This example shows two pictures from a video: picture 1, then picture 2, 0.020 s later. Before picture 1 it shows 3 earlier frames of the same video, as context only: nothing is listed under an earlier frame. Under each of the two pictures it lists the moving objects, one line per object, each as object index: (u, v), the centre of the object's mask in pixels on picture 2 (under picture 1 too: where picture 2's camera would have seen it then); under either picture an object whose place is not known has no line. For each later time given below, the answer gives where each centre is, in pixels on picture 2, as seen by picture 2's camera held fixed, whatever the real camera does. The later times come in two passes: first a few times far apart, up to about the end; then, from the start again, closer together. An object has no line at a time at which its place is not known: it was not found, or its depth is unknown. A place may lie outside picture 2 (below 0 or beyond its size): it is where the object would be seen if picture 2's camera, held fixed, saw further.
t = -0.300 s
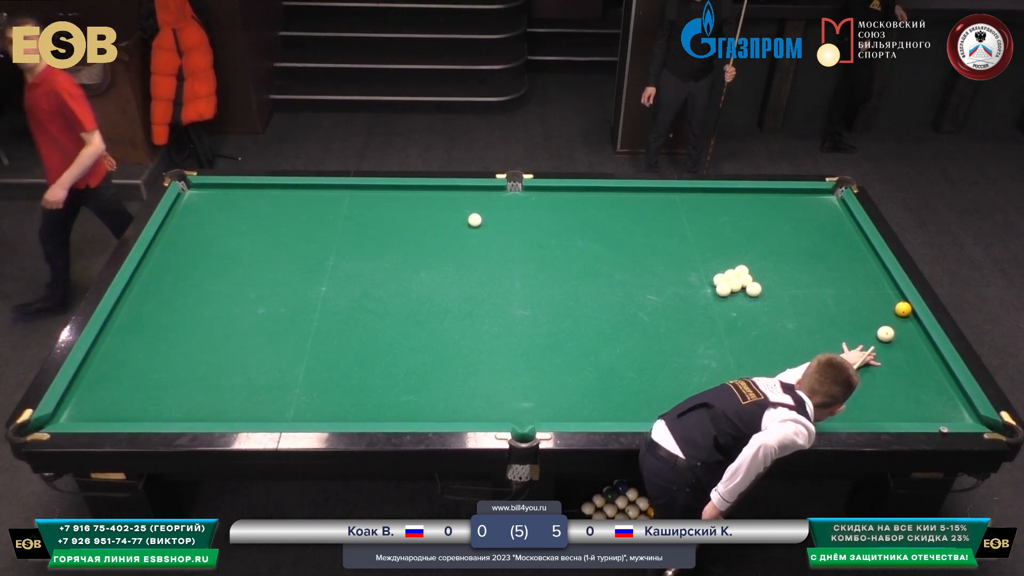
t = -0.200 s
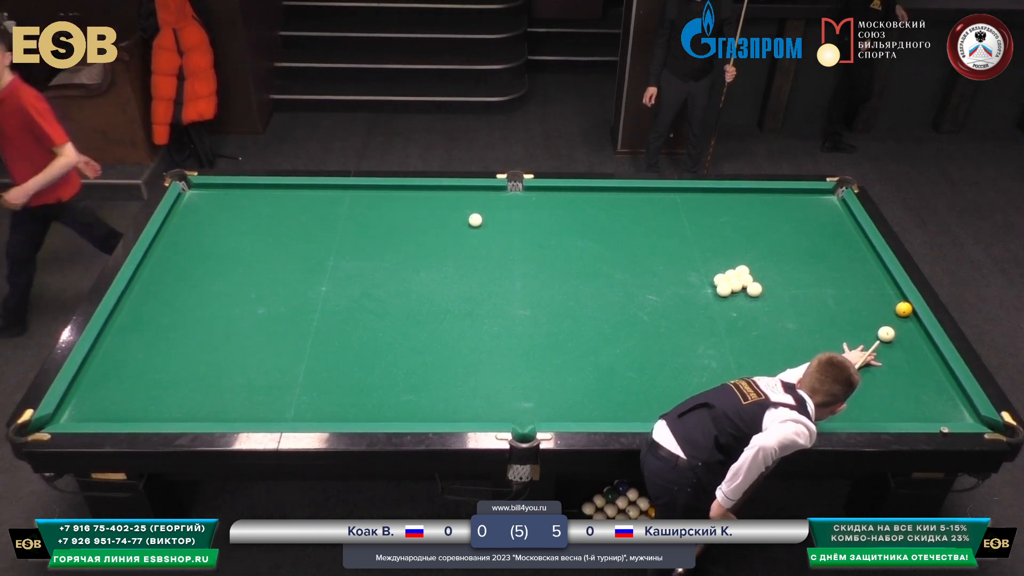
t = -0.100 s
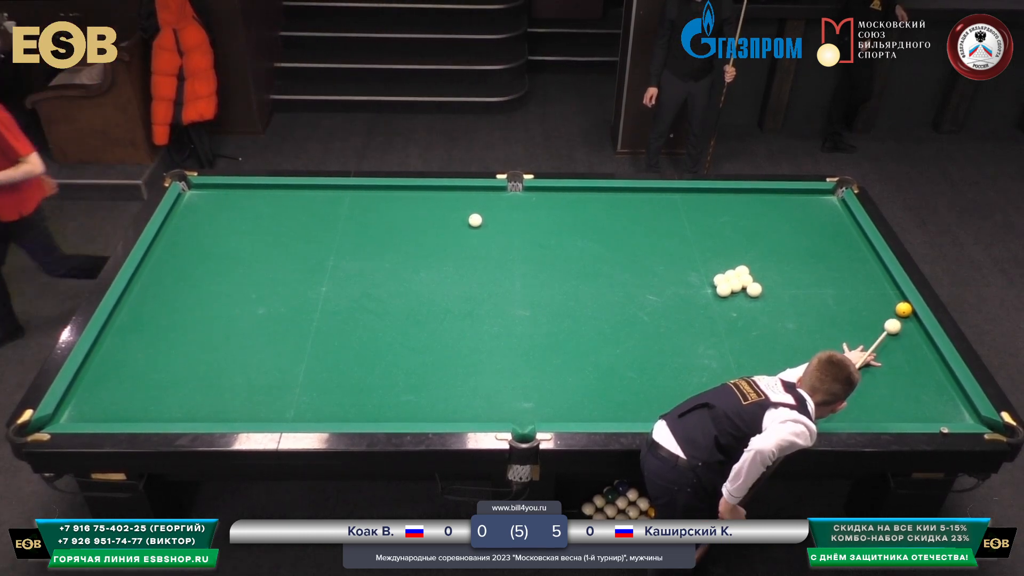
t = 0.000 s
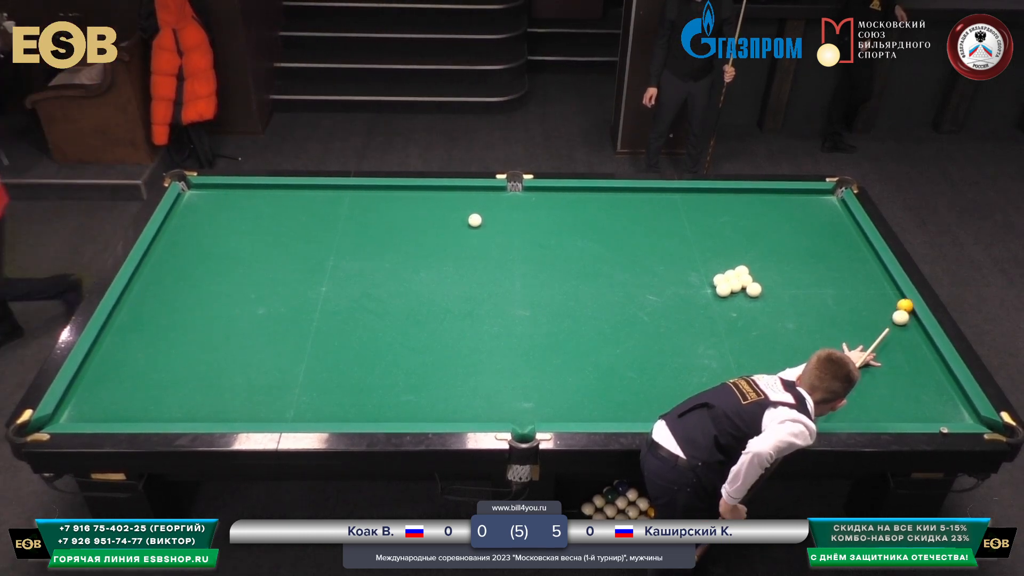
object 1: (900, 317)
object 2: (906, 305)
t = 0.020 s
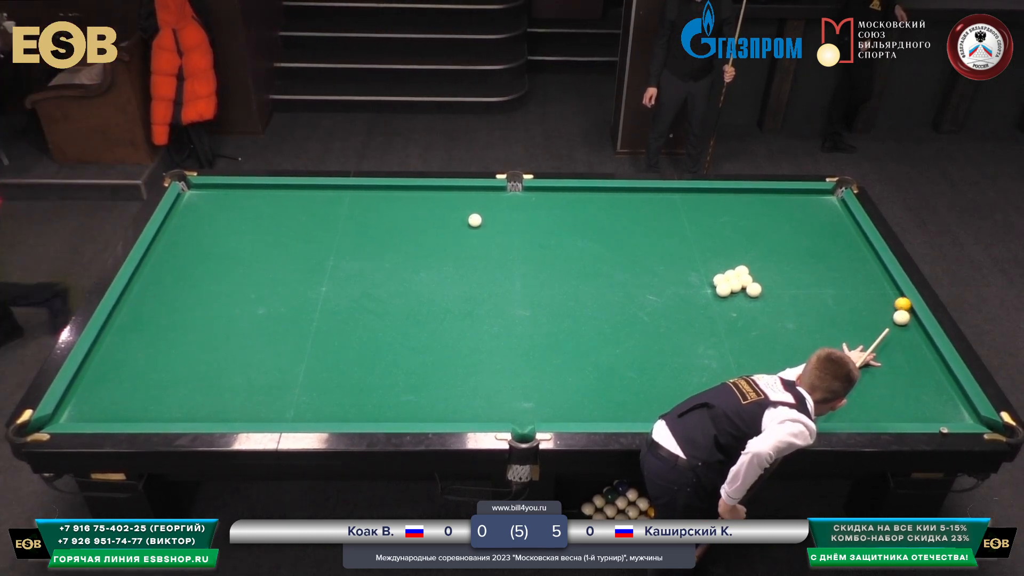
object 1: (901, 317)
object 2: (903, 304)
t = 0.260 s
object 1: (907, 313)
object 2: (876, 291)
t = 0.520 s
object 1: (896, 309)
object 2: (850, 278)
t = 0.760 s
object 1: (887, 305)
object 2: (828, 267)
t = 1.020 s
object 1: (878, 302)
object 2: (806, 257)
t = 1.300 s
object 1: (870, 299)
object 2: (783, 246)
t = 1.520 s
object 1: (865, 297)
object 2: (768, 237)
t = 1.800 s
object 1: (858, 295)
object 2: (748, 228)
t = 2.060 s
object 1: (854, 293)
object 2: (732, 220)
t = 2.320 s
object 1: (851, 292)
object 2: (717, 213)
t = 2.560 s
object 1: (850, 291)
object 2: (704, 206)
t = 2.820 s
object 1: (847, 291)
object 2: (692, 200)
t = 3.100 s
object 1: (847, 290)
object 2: (679, 193)
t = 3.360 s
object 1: (847, 290)
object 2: (672, 193)
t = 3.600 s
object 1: (847, 290)
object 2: (668, 196)
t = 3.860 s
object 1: (847, 290)
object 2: (664, 198)
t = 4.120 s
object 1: (847, 290)
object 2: (661, 200)
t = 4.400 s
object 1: (847, 291)
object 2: (658, 202)
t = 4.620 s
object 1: (847, 290)
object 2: (657, 203)
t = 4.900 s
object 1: (847, 290)
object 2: (656, 204)
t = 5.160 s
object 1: (847, 291)
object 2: (655, 205)
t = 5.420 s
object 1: (847, 290)
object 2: (655, 205)
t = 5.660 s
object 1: (847, 290)
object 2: (655, 205)
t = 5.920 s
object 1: (847, 291)
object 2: (655, 205)
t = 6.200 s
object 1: (847, 290)
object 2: (655, 205)
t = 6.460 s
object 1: (847, 291)
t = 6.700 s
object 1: (847, 290)
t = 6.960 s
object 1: (847, 290)
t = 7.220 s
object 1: (847, 290)
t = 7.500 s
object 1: (847, 290)
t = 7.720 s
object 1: (847, 291)
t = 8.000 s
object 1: (847, 290)
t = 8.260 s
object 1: (847, 291)
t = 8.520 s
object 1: (847, 290)
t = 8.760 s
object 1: (847, 290)
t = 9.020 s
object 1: (847, 290)
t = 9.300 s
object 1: (847, 290)
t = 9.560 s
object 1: (847, 290)
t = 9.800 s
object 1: (847, 291)
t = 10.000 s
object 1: (847, 290)
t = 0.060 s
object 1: (903, 317)
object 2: (897, 302)
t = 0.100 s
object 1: (905, 316)
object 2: (893, 300)
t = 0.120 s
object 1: (906, 316)
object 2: (891, 299)
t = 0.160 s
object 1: (908, 315)
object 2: (887, 297)
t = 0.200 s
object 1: (910, 314)
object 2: (882, 295)
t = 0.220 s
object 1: (909, 314)
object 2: (880, 293)
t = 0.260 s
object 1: (907, 313)
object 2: (876, 291)
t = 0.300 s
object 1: (905, 312)
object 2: (872, 289)
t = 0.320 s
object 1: (904, 312)
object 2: (870, 288)
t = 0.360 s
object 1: (903, 311)
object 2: (866, 286)
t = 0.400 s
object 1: (901, 311)
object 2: (862, 284)
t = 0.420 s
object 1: (900, 310)
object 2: (860, 283)
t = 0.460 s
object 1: (899, 310)
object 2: (856, 281)
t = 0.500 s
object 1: (897, 309)
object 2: (852, 279)
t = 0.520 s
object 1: (896, 309)
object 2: (850, 278)
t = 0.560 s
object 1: (894, 308)
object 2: (846, 277)
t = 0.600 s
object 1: (893, 308)
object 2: (842, 275)
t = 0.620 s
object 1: (892, 307)
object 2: (841, 274)
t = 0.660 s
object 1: (891, 307)
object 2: (837, 272)
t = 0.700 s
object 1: (889, 306)
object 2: (833, 270)
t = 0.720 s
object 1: (888, 306)
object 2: (832, 269)
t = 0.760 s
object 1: (887, 305)
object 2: (828, 267)
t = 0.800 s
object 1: (886, 305)
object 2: (825, 266)
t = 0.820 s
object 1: (885, 304)
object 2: (823, 265)
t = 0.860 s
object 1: (883, 304)
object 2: (819, 263)
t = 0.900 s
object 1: (882, 304)
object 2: (816, 261)
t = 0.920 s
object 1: (881, 304)
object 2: (814, 261)
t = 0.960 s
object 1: (880, 303)
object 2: (811, 259)
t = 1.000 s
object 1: (879, 302)
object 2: (807, 257)
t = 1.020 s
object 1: (878, 302)
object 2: (806, 257)
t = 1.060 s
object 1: (877, 302)
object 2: (802, 255)
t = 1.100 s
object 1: (875, 301)
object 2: (799, 253)
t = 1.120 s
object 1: (875, 301)
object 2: (797, 253)
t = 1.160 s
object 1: (874, 301)
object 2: (794, 251)
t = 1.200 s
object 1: (873, 300)
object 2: (791, 249)
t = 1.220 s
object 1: (872, 300)
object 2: (790, 249)
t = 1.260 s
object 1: (871, 299)
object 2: (786, 247)
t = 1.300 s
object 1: (870, 299)
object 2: (783, 246)
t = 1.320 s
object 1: (869, 299)
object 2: (782, 245)
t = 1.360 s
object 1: (868, 298)
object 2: (779, 243)
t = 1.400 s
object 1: (867, 298)
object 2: (776, 241)
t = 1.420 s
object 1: (867, 298)
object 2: (775, 241)
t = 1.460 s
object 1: (866, 297)
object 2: (772, 240)
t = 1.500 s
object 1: (865, 297)
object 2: (769, 238)
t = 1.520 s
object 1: (865, 297)
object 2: (768, 237)
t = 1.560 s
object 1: (864, 297)
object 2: (765, 236)
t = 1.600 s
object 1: (863, 296)
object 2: (762, 235)
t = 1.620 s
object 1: (862, 296)
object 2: (760, 234)
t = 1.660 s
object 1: (861, 296)
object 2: (758, 233)
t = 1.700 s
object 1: (860, 295)
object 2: (755, 231)
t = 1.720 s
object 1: (860, 295)
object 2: (754, 231)
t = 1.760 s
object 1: (859, 295)
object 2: (751, 229)
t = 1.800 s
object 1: (858, 295)
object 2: (748, 228)
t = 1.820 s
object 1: (858, 294)
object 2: (747, 227)
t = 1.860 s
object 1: (857, 294)
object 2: (745, 226)
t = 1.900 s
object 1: (857, 294)
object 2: (742, 225)
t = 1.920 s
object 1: (856, 294)
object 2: (741, 224)
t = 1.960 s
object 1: (856, 293)
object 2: (738, 223)
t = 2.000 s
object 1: (855, 293)
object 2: (736, 221)
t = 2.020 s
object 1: (855, 293)
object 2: (735, 221)
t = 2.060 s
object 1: (854, 293)
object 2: (732, 220)
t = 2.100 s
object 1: (854, 292)
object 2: (730, 219)
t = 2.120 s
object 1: (854, 292)
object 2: (729, 218)
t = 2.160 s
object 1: (853, 292)
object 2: (727, 217)
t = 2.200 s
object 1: (853, 292)
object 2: (724, 216)
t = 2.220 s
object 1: (852, 292)
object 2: (723, 215)
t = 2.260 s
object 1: (852, 292)
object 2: (721, 214)
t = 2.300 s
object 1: (851, 292)
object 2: (718, 213)
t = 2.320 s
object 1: (851, 292)
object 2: (717, 213)
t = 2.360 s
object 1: (850, 291)
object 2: (715, 211)
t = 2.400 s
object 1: (850, 291)
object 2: (713, 210)
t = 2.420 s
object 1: (850, 291)
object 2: (712, 210)
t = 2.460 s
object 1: (849, 291)
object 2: (709, 209)
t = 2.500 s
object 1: (849, 291)
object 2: (707, 208)
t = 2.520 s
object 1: (849, 291)
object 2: (706, 207)
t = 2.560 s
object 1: (850, 291)
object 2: (704, 206)
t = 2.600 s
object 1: (848, 291)
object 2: (702, 205)
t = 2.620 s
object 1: (849, 291)
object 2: (701, 205)
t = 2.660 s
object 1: (848, 291)
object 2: (699, 204)
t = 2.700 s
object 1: (848, 291)
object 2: (698, 203)
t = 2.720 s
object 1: (848, 291)
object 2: (697, 202)
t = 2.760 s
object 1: (848, 291)
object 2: (695, 201)
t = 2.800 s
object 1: (848, 291)
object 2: (693, 200)
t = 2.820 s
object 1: (847, 291)
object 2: (692, 200)
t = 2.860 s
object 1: (847, 290)
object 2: (690, 199)
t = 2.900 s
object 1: (847, 290)
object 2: (688, 198)
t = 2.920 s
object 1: (847, 290)
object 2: (687, 197)
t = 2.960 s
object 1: (847, 290)
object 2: (685, 196)
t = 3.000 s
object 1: (847, 290)
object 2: (683, 196)
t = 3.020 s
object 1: (847, 290)
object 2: (682, 195)
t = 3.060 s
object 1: (847, 290)
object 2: (681, 194)
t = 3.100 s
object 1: (847, 290)
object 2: (679, 193)
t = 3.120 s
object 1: (847, 290)
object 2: (678, 193)
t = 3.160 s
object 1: (847, 290)
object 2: (676, 192)
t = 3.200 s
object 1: (847, 291)
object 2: (675, 191)
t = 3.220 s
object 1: (847, 290)
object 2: (675, 192)
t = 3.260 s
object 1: (847, 291)
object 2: (674, 192)
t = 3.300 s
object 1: (847, 291)
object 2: (673, 193)
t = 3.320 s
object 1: (847, 290)
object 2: (673, 193)
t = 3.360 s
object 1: (847, 290)
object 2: (672, 193)
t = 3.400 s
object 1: (847, 290)
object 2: (671, 194)
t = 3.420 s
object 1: (847, 290)
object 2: (671, 194)
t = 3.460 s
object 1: (847, 290)
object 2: (670, 194)
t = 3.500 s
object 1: (847, 290)
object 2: (670, 195)
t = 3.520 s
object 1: (847, 290)
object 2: (669, 195)
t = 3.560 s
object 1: (847, 290)
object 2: (669, 195)
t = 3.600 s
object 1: (847, 290)
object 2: (668, 196)
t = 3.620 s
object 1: (847, 290)
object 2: (668, 196)
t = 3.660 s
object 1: (847, 290)
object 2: (667, 196)
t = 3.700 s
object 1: (847, 291)
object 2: (666, 197)
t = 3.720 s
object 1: (847, 290)
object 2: (666, 197)
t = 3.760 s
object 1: (847, 290)
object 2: (665, 197)
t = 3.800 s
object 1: (847, 290)
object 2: (665, 197)
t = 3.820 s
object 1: (847, 290)
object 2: (664, 198)
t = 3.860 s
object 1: (847, 290)
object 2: (664, 198)
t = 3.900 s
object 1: (847, 290)
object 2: (663, 198)
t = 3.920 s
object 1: (847, 290)
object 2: (663, 198)
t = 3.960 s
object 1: (847, 290)
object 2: (663, 199)
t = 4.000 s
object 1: (847, 290)
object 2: (662, 199)
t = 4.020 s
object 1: (847, 290)
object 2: (662, 199)
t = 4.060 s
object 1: (847, 290)
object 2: (661, 199)
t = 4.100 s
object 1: (847, 290)
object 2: (661, 200)
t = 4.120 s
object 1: (847, 290)
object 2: (661, 200)
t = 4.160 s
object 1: (847, 290)
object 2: (660, 200)
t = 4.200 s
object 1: (847, 290)
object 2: (660, 200)
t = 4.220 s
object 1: (847, 290)
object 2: (660, 201)
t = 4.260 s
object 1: (847, 290)
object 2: (659, 201)
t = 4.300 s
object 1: (847, 290)
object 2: (659, 201)
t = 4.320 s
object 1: (847, 290)
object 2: (659, 201)
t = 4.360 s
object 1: (847, 291)
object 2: (659, 202)
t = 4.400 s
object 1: (847, 291)
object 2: (658, 202)
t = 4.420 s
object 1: (847, 291)
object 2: (658, 202)
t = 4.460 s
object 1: (847, 290)
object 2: (658, 202)
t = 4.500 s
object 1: (847, 290)
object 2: (658, 203)
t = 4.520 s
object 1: (847, 290)
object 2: (657, 203)
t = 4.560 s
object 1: (847, 290)
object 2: (657, 203)
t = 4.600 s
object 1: (847, 290)
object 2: (657, 203)
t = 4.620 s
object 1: (847, 290)
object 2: (657, 203)
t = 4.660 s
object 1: (847, 290)
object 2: (657, 203)
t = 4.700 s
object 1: (847, 290)
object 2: (657, 204)
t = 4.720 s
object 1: (847, 290)
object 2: (657, 204)
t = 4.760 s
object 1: (847, 290)
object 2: (657, 204)
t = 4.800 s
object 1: (847, 290)
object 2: (656, 204)
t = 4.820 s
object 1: (847, 290)
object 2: (656, 204)
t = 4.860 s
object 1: (847, 290)
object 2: (656, 204)
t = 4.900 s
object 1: (847, 290)
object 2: (656, 204)
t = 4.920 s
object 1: (847, 290)
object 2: (656, 204)
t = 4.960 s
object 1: (847, 290)
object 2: (656, 205)
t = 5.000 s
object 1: (847, 290)
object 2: (656, 205)
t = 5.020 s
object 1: (847, 290)
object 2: (656, 205)
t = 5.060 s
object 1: (847, 291)
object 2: (656, 205)
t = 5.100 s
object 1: (847, 290)
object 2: (656, 205)
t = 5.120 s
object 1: (847, 290)
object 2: (655, 205)
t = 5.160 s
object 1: (847, 291)
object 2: (655, 205)
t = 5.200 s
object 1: (847, 290)
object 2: (655, 205)
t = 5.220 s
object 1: (847, 290)
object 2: (655, 205)
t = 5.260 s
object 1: (847, 290)
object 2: (655, 205)
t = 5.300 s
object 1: (847, 290)
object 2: (655, 205)
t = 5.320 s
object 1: (847, 290)
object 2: (655, 205)
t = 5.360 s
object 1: (847, 290)
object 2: (655, 205)
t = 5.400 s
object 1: (847, 290)
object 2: (655, 205)
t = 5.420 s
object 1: (847, 290)
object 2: (655, 205)
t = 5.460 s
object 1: (847, 290)
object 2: (655, 205)
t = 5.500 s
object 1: (847, 290)
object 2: (655, 205)
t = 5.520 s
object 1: (847, 290)
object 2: (655, 205)
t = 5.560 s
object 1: (847, 290)
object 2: (655, 205)
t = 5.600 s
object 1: (847, 290)
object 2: (655, 205)
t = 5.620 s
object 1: (847, 290)
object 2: (655, 205)
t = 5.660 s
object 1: (847, 290)
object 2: (655, 205)
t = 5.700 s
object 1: (847, 290)
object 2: (655, 205)
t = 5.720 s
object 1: (847, 290)
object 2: (655, 205)
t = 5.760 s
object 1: (847, 290)
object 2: (655, 205)
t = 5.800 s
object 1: (847, 291)
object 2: (655, 205)
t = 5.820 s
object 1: (847, 291)
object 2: (655, 205)
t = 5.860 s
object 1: (847, 291)
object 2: (655, 205)
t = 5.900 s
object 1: (847, 291)
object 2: (655, 205)
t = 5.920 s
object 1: (847, 291)
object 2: (655, 205)
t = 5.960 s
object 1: (847, 290)
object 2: (655, 205)
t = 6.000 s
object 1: (847, 290)
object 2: (655, 205)
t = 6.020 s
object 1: (847, 290)
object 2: (655, 205)
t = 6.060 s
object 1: (847, 290)
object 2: (655, 205)
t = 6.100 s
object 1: (847, 290)
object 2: (655, 205)
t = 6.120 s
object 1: (847, 290)
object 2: (655, 205)
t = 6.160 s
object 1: (847, 290)
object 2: (655, 205)
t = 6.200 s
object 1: (847, 290)
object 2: (655, 205)
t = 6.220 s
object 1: (847, 290)
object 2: (655, 205)
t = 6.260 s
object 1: (847, 290)
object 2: (655, 205)
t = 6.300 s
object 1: (847, 290)
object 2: (655, 205)
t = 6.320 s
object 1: (847, 290)
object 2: (655, 205)
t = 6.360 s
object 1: (847, 290)
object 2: (655, 205)
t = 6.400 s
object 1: (848, 291)
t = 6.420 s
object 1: (847, 291)
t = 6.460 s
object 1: (847, 291)
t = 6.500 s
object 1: (847, 291)
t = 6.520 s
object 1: (847, 290)
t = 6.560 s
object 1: (847, 291)
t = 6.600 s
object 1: (847, 290)
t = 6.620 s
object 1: (847, 290)
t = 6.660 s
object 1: (847, 290)
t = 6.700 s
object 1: (847, 290)
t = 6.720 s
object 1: (847, 290)
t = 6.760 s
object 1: (847, 290)
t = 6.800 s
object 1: (847, 290)
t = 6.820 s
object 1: (847, 290)
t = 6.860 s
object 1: (847, 290)
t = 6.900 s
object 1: (847, 291)
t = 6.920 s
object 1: (847, 291)
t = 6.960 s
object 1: (847, 290)
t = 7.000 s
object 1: (847, 291)
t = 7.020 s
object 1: (847, 291)
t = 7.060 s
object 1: (847, 291)
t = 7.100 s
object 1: (847, 290)
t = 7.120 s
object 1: (847, 290)
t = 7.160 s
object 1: (847, 290)
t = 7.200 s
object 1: (847, 290)
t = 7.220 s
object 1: (847, 290)
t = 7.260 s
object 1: (847, 290)
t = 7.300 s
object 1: (847, 290)
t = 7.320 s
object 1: (847, 290)
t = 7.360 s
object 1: (847, 290)
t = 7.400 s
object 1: (847, 290)
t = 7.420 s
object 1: (847, 290)
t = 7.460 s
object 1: (847, 290)
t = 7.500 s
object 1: (847, 290)
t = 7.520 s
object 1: (847, 290)
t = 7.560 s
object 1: (847, 291)
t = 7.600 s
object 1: (847, 291)
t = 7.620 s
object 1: (847, 291)
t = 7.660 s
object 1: (847, 291)
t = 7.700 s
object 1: (847, 291)
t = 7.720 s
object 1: (847, 291)
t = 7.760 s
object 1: (847, 290)
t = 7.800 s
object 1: (847, 290)
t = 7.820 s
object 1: (847, 290)
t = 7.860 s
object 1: (847, 290)
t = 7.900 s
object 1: (847, 290)
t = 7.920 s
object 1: (847, 290)
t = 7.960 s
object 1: (847, 290)
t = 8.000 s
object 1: (847, 290)
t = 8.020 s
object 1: (847, 290)
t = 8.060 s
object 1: (847, 290)
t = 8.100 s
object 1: (847, 290)
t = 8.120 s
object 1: (847, 290)
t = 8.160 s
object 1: (847, 290)
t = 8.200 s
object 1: (847, 291)
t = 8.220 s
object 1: (847, 291)
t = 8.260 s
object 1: (847, 291)
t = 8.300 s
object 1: (847, 291)
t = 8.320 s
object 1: (847, 290)
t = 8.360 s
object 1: (847, 291)
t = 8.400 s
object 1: (847, 290)
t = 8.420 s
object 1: (847, 291)
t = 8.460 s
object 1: (847, 290)
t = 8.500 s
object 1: (847, 290)
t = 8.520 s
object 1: (847, 290)
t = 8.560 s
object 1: (847, 290)
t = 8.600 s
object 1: (847, 290)
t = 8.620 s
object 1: (847, 290)
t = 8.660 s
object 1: (847, 290)
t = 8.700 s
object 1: (847, 290)
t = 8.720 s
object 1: (847, 290)
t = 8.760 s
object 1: (847, 290)
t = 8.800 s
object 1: (847, 290)
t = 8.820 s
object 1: (847, 290)
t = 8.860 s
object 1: (847, 290)
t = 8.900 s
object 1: (847, 291)
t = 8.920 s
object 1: (847, 290)
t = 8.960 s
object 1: (847, 291)
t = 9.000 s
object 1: (847, 290)
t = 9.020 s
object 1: (847, 290)
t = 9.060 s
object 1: (847, 291)
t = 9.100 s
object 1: (847, 291)
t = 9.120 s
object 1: (847, 290)
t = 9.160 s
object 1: (847, 291)
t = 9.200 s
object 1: (847, 290)
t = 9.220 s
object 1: (847, 290)
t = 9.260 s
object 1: (847, 290)
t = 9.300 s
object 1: (847, 290)
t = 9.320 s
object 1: (847, 290)
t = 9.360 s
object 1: (847, 290)
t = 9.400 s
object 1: (847, 290)
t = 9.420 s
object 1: (847, 290)
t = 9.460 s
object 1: (847, 290)
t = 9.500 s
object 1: (847, 290)
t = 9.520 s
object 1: (847, 290)
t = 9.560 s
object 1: (847, 290)
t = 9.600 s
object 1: (847, 290)
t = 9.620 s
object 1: (847, 290)
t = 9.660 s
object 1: (847, 291)
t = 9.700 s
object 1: (847, 291)
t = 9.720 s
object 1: (847, 291)
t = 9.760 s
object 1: (847, 291)
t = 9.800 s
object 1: (847, 291)
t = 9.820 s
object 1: (847, 291)
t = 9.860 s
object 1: (847, 291)
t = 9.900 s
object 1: (847, 290)
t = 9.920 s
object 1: (847, 290)
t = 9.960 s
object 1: (847, 290)
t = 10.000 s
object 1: (847, 290)
